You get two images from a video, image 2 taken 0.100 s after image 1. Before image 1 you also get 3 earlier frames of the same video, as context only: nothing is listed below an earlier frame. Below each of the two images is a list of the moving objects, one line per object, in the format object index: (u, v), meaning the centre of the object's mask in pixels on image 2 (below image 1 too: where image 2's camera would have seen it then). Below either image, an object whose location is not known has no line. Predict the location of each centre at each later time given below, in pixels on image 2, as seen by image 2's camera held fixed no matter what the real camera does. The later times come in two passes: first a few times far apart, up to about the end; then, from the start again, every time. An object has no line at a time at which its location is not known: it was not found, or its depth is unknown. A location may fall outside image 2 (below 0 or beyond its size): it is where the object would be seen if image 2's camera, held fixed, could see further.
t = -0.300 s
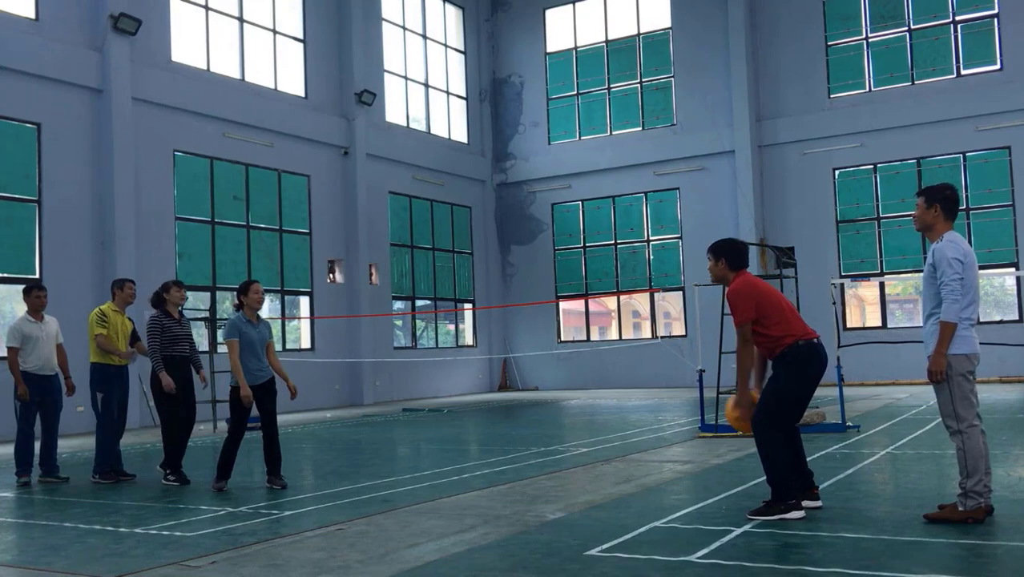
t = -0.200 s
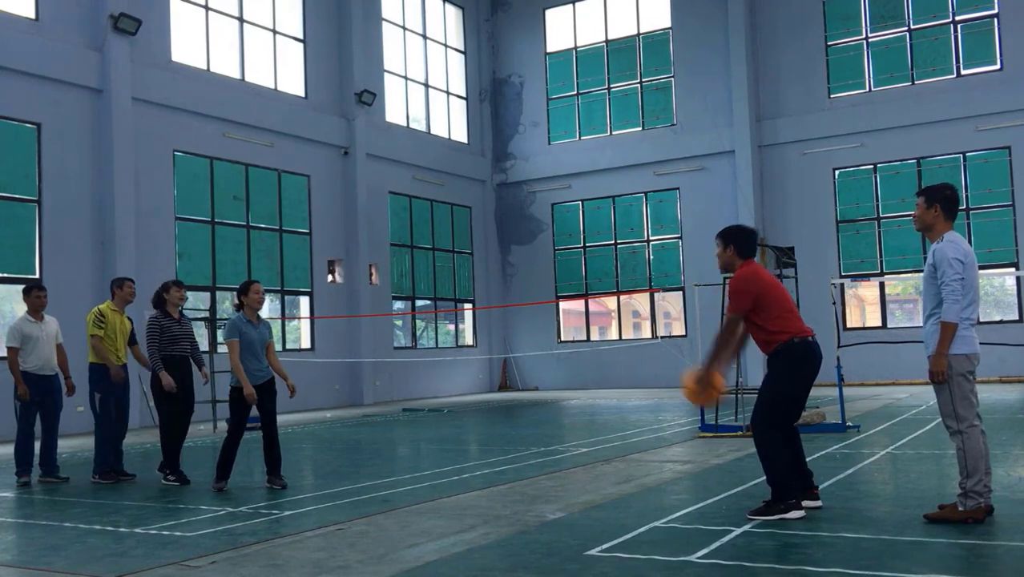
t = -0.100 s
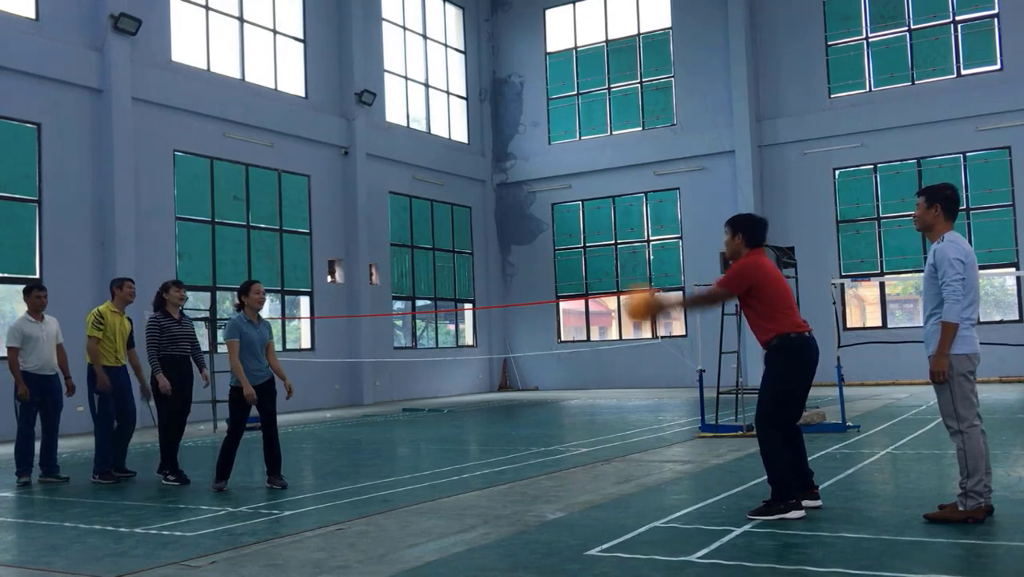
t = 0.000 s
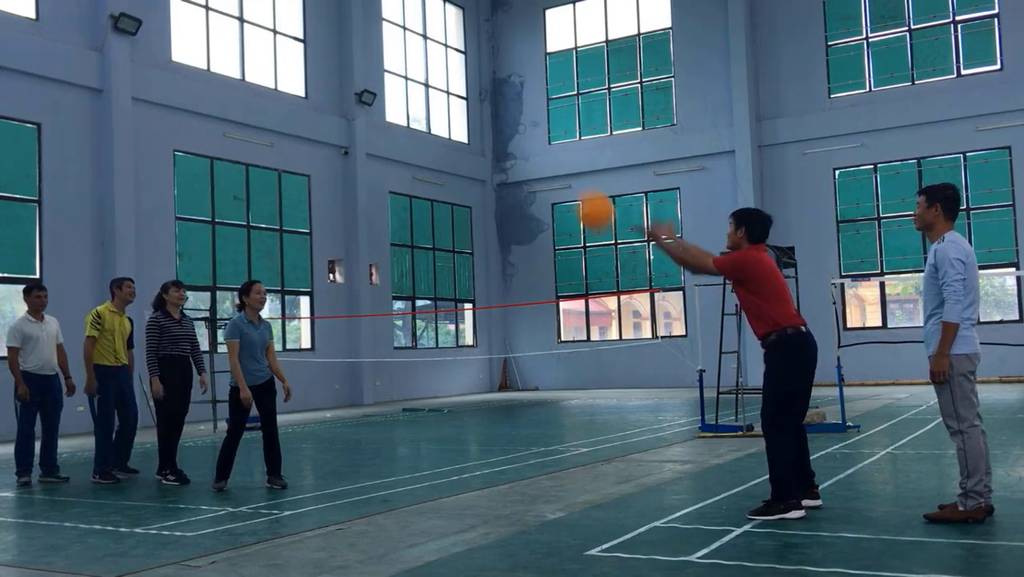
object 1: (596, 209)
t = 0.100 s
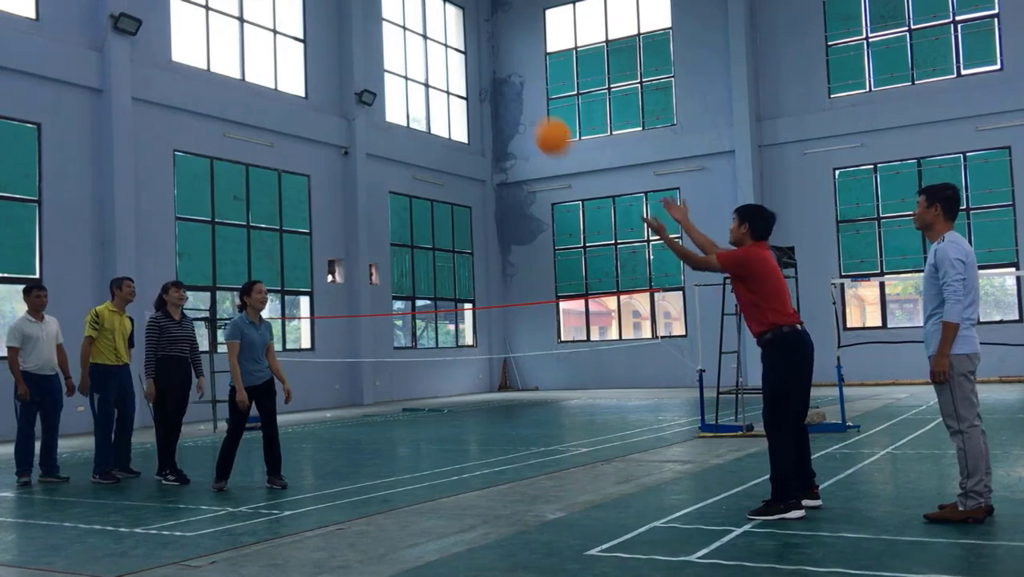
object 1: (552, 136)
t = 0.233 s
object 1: (502, 67)
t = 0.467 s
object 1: (423, 20)
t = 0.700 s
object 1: (355, 51)
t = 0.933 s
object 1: (297, 151)
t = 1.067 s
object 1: (268, 238)
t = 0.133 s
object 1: (539, 115)
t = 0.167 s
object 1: (525, 97)
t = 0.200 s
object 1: (513, 80)
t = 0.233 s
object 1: (502, 67)
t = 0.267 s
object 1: (490, 55)
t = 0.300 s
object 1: (479, 44)
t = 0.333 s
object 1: (469, 36)
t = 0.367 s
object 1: (458, 30)
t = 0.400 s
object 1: (446, 25)
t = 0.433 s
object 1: (434, 22)
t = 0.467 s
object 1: (423, 20)
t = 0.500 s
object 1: (413, 19)
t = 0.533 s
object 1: (403, 21)
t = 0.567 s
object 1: (391, 24)
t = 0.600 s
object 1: (381, 29)
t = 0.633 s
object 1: (372, 35)
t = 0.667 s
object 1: (364, 42)
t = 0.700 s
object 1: (355, 51)
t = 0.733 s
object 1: (346, 61)
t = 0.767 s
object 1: (337, 73)
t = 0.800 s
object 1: (328, 86)
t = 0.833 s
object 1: (320, 101)
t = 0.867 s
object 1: (312, 116)
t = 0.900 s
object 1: (305, 133)
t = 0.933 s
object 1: (297, 151)
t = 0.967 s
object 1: (289, 171)
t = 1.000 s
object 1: (282, 192)
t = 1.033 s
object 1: (275, 214)
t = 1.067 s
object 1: (268, 238)
